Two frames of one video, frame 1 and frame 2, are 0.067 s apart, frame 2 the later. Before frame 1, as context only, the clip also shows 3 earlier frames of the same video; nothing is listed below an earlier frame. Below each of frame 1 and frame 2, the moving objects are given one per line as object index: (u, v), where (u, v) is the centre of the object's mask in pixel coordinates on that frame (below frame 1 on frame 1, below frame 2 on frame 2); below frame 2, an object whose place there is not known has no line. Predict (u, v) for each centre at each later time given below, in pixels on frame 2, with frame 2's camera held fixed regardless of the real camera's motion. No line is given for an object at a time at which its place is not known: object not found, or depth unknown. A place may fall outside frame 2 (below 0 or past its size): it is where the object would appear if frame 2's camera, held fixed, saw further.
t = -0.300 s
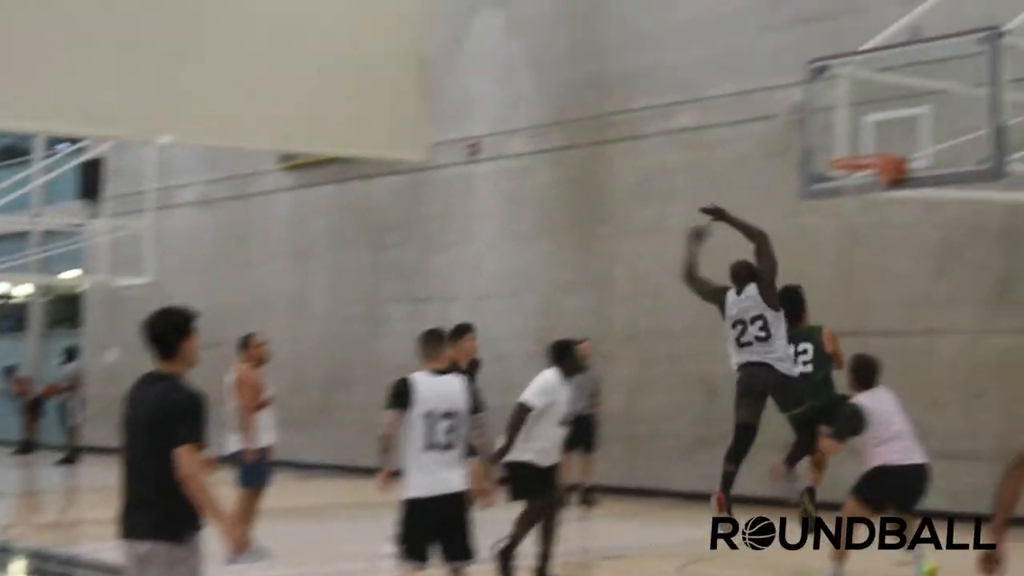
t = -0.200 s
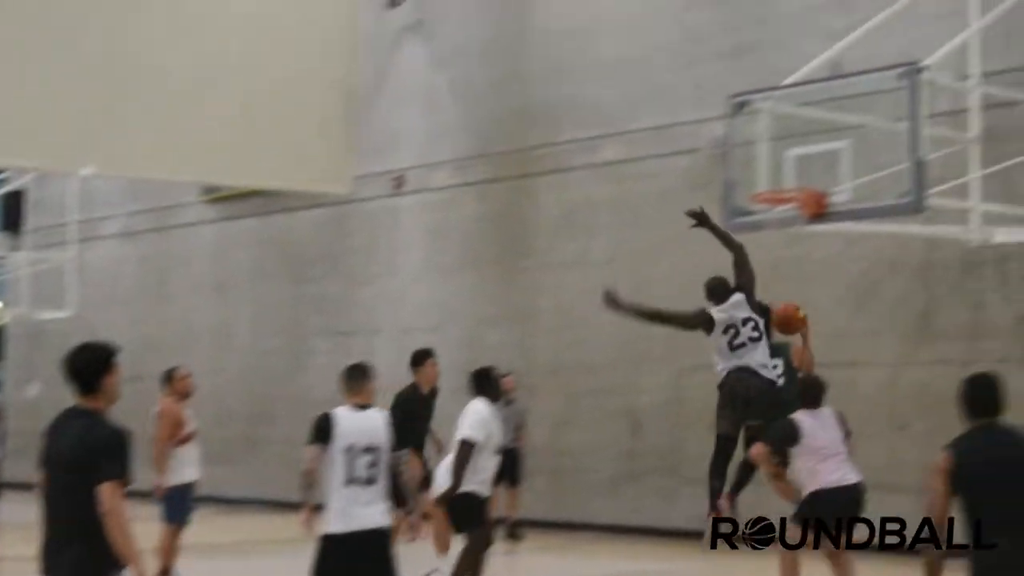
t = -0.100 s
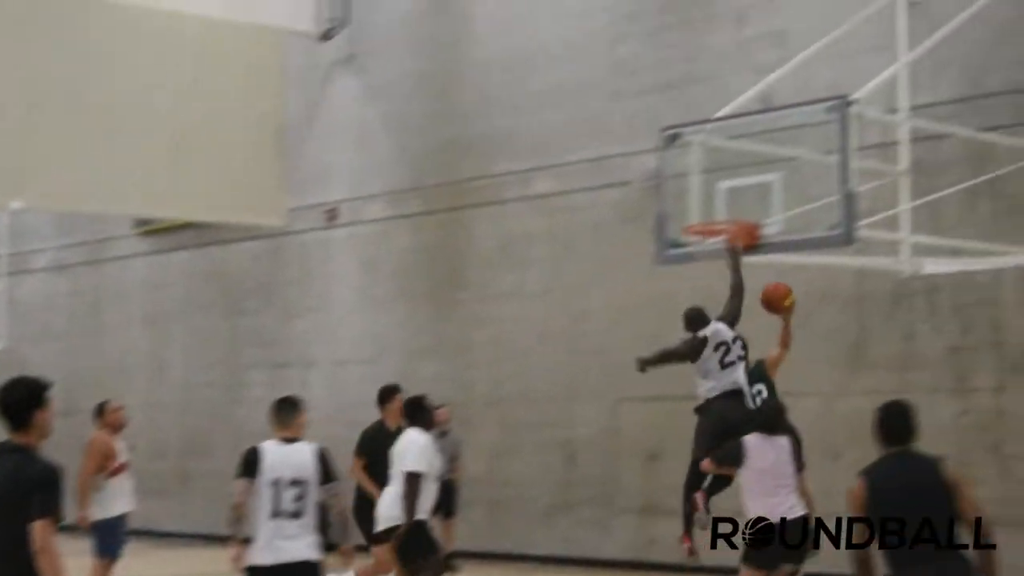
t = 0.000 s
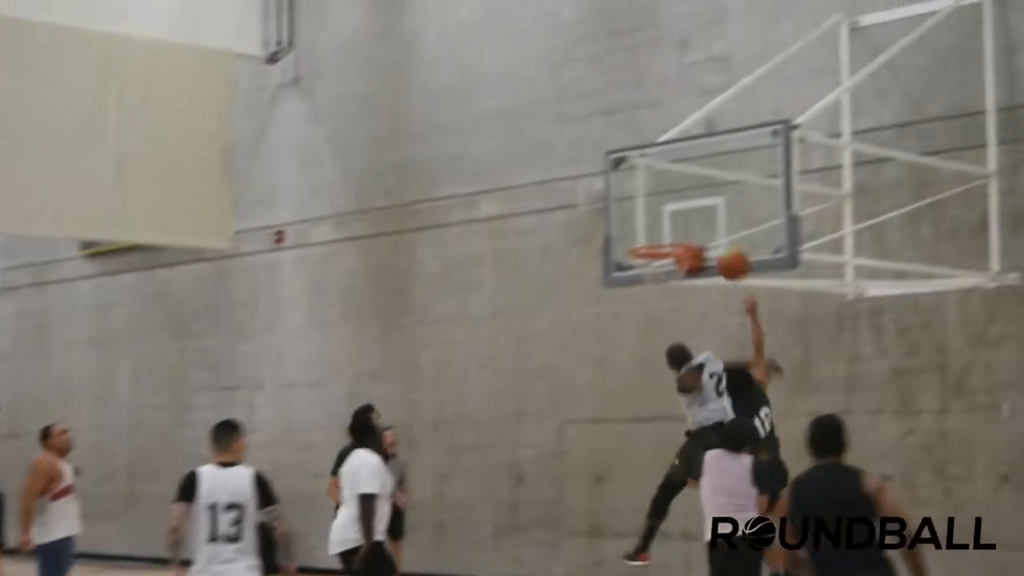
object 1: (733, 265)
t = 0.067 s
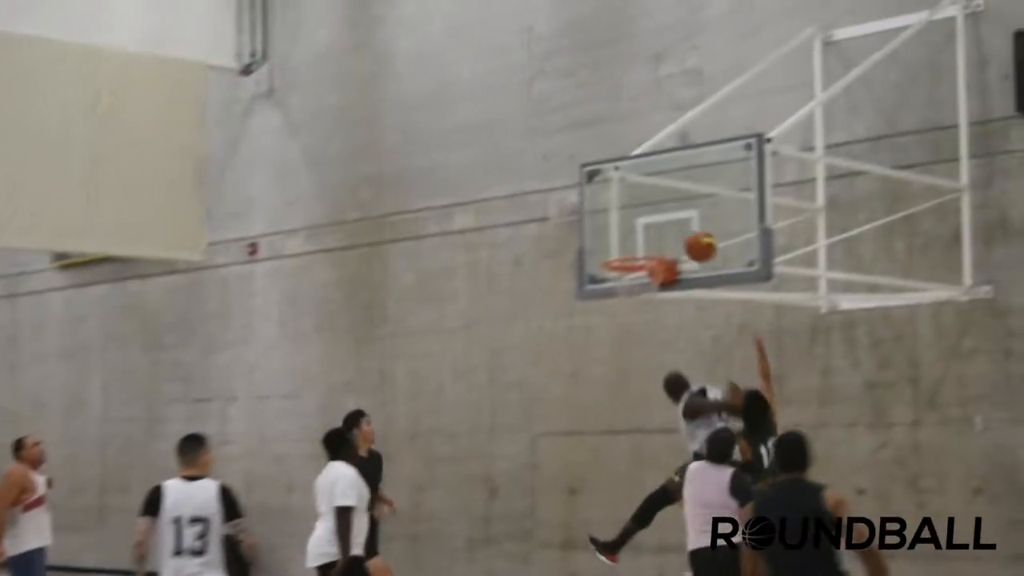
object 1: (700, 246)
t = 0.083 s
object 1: (699, 238)
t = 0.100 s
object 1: (698, 233)
